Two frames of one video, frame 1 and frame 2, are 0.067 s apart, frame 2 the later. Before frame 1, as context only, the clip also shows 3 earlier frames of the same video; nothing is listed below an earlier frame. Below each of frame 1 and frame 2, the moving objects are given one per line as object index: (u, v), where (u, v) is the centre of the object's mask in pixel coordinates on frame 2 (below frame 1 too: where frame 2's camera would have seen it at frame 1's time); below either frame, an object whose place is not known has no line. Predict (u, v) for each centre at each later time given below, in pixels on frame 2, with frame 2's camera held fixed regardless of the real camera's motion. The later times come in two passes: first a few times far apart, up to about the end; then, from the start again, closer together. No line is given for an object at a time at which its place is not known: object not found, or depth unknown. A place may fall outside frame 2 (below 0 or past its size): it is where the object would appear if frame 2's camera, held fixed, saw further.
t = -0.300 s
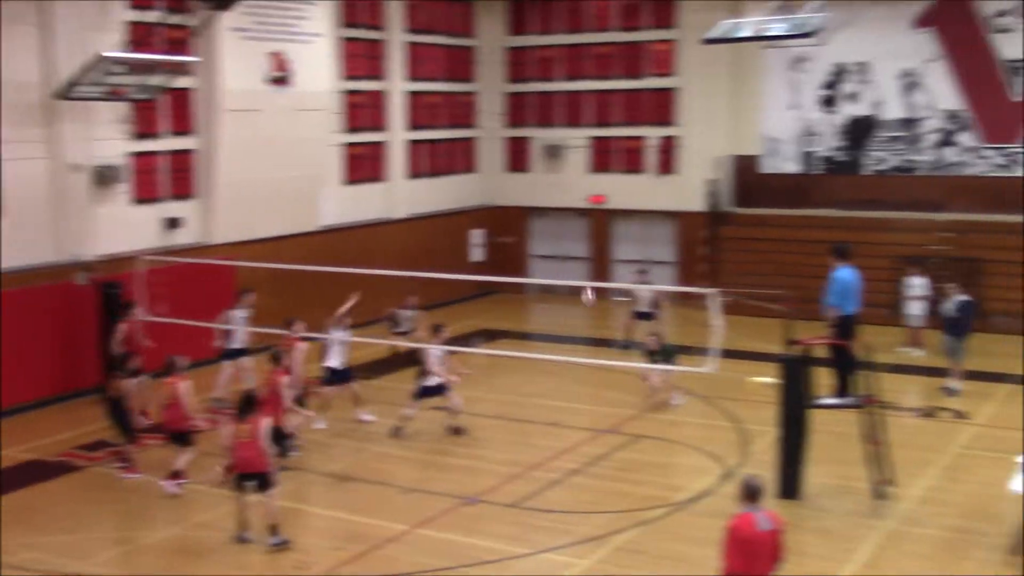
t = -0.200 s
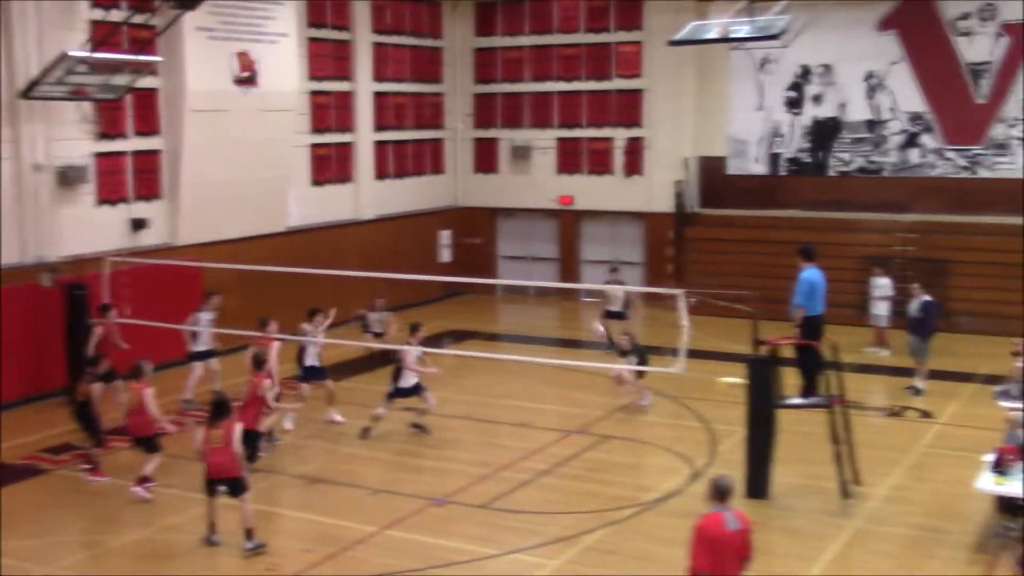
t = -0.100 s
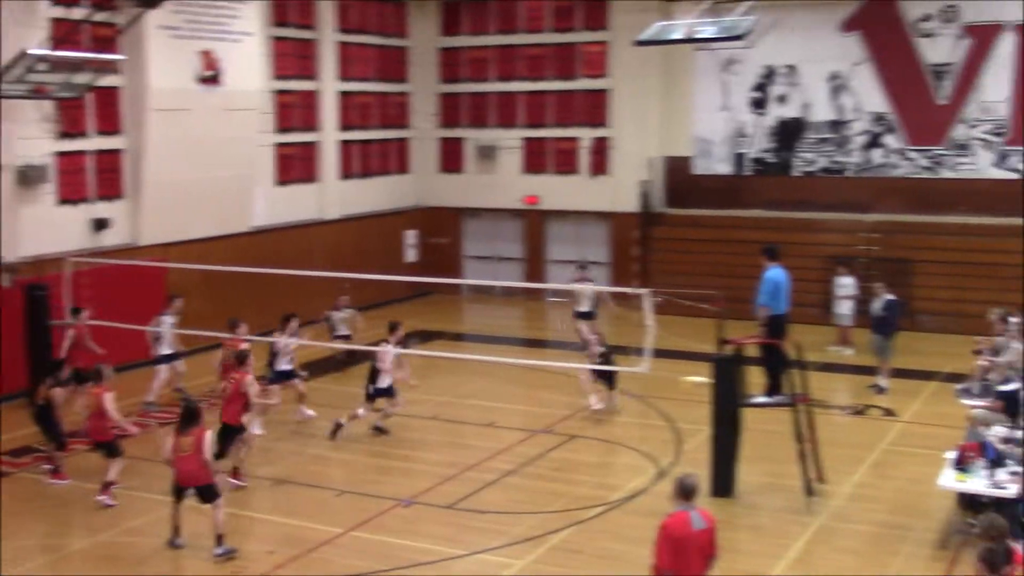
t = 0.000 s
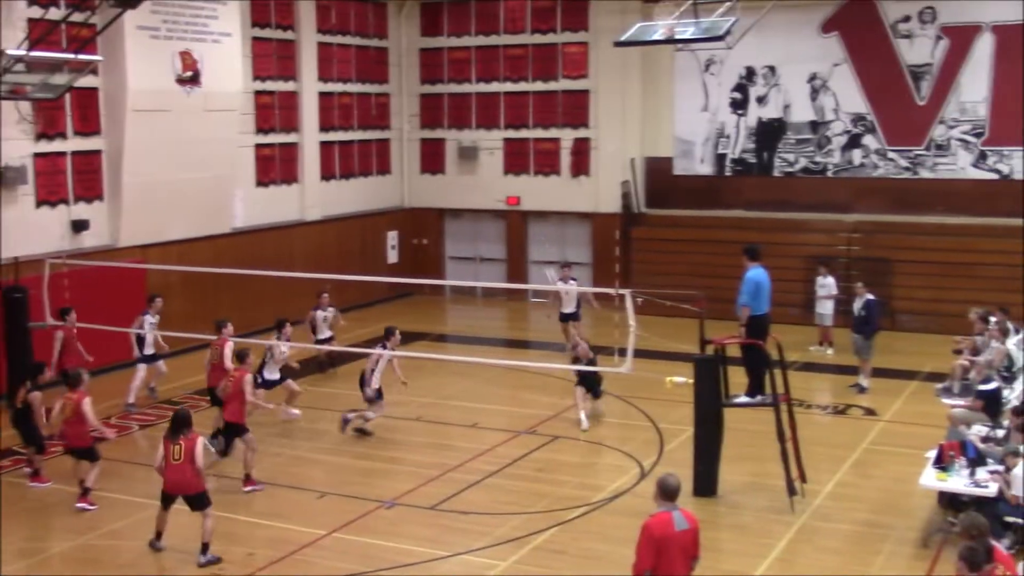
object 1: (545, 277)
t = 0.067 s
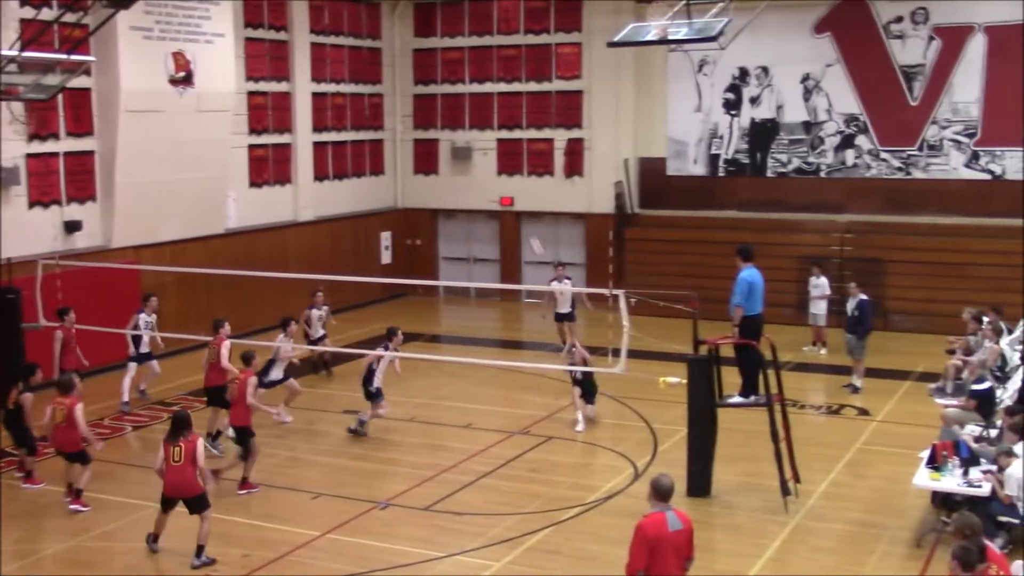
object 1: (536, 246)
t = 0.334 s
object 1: (498, 152)
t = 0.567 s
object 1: (468, 108)
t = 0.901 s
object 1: (426, 108)
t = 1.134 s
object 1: (400, 150)
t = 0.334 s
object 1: (498, 152)
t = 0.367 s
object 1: (494, 143)
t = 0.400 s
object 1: (490, 134)
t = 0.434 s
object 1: (485, 128)
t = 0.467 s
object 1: (481, 122)
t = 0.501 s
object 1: (476, 117)
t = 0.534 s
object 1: (473, 112)
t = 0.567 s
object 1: (468, 108)
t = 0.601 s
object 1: (464, 105)
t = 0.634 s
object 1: (459, 102)
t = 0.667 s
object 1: (455, 100)
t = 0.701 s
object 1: (450, 99)
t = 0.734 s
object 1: (446, 99)
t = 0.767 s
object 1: (443, 99)
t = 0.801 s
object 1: (438, 100)
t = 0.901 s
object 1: (426, 108)
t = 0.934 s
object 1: (422, 112)
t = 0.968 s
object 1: (419, 116)
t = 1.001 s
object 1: (416, 120)
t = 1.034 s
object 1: (410, 126)
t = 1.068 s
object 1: (407, 133)
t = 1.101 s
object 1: (403, 142)
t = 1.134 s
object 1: (400, 150)
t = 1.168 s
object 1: (396, 158)
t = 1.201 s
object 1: (391, 168)
